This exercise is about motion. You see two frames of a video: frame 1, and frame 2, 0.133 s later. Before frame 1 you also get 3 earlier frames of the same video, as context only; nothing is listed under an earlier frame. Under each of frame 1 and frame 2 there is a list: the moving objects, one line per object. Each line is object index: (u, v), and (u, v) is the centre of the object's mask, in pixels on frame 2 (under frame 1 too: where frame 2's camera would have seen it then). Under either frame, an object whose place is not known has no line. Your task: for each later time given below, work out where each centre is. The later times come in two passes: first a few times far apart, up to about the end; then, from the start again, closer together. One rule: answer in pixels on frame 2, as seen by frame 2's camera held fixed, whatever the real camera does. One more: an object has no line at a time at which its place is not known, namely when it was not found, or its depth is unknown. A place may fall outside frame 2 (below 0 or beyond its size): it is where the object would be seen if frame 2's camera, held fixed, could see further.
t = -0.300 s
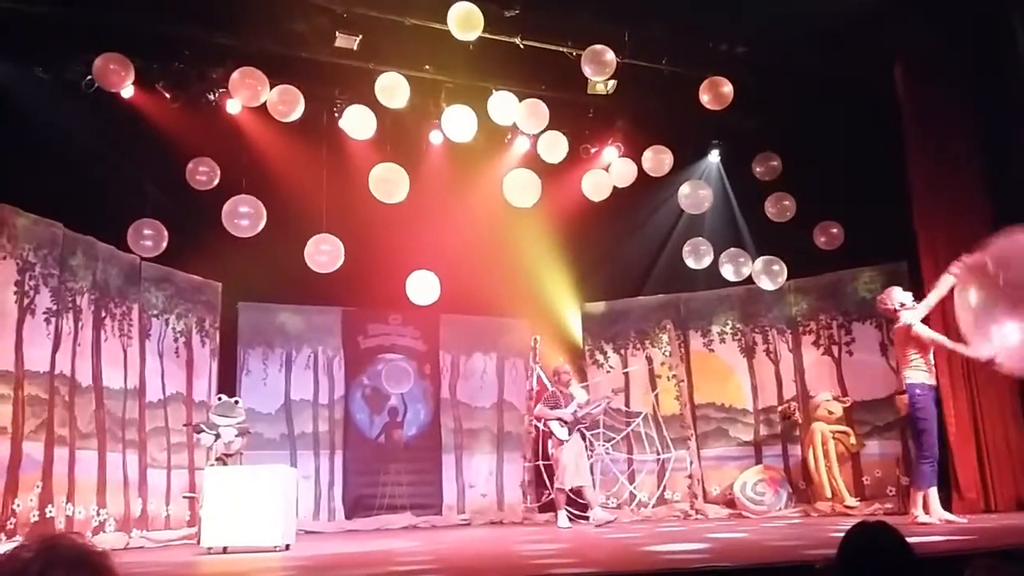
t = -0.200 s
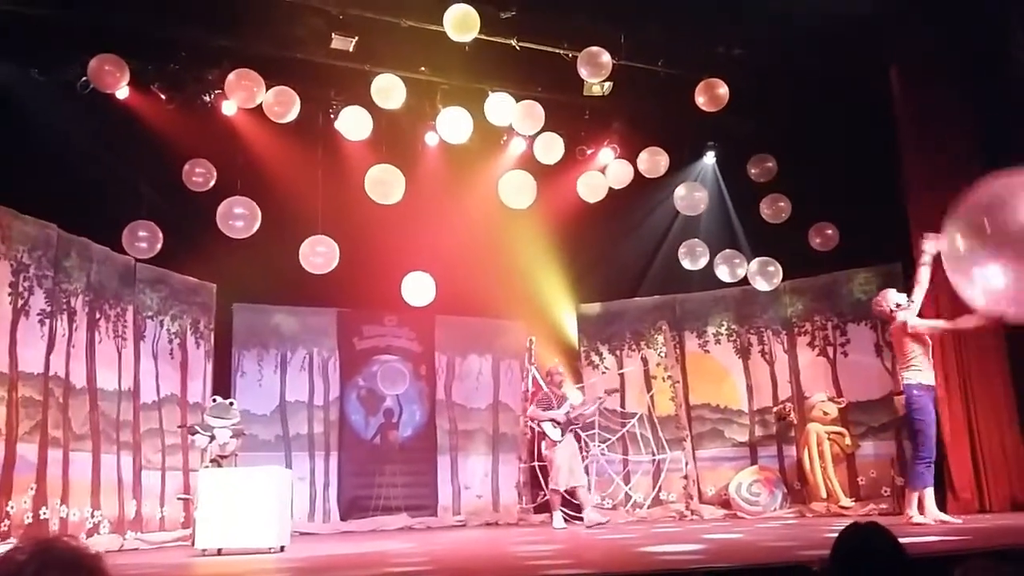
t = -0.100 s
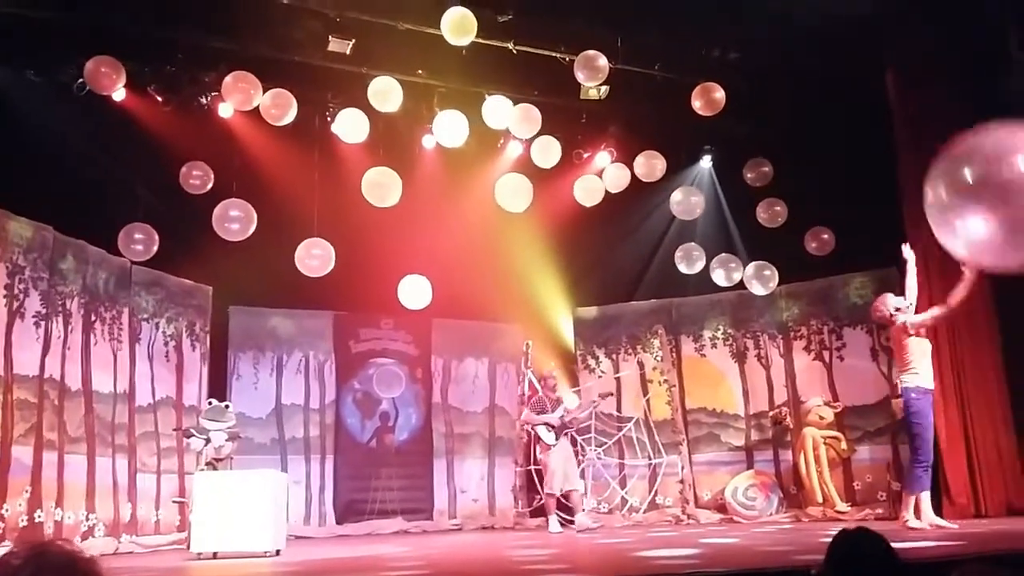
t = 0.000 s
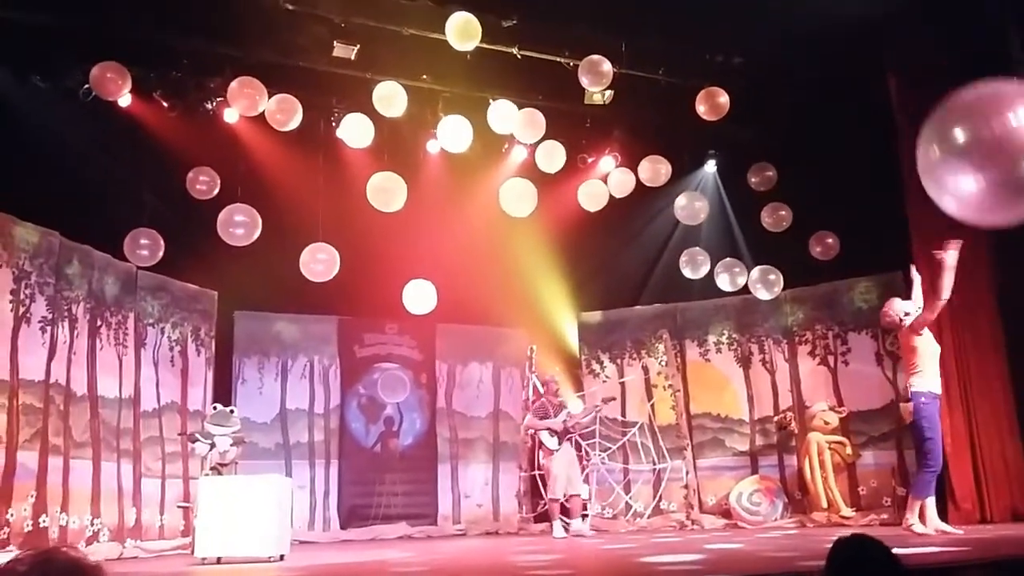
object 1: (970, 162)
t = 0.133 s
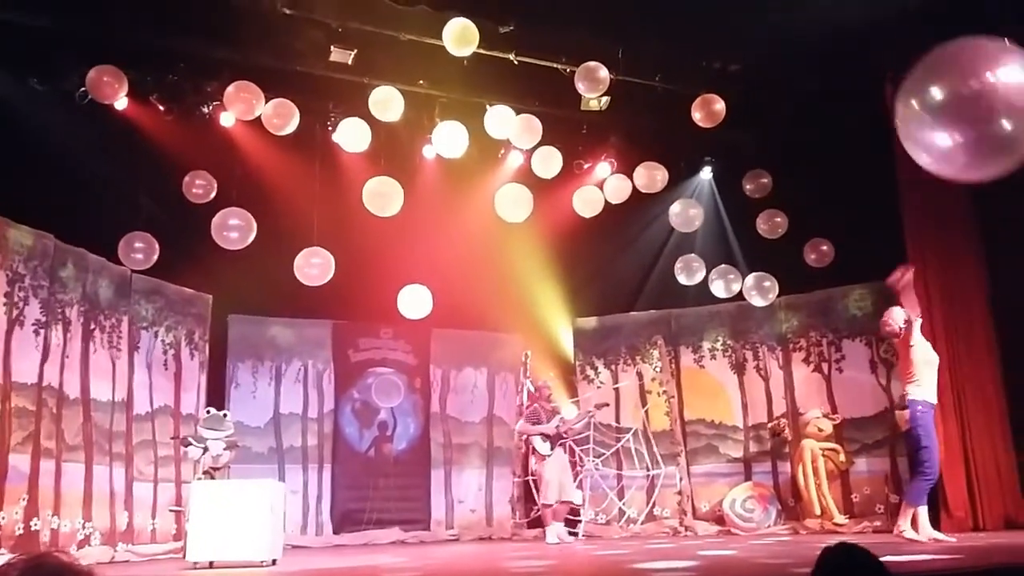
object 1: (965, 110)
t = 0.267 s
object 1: (954, 70)
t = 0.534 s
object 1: (921, 35)
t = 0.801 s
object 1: (899, 31)
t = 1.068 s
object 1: (889, 59)
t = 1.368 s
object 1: (881, 150)
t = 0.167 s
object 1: (961, 99)
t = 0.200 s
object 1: (957, 89)
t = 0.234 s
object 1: (954, 80)
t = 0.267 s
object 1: (954, 70)
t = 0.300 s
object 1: (952, 64)
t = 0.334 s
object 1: (946, 58)
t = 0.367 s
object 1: (940, 51)
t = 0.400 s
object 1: (937, 48)
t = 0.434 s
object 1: (935, 44)
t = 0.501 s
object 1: (926, 37)
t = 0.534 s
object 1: (921, 35)
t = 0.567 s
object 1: (918, 33)
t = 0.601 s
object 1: (917, 32)
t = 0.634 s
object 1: (915, 31)
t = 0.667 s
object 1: (912, 30)
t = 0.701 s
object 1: (909, 29)
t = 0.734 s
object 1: (908, 31)
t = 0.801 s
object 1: (899, 31)
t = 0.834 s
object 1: (899, 33)
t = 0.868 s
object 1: (900, 35)
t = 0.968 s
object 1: (888, 41)
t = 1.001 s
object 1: (889, 48)
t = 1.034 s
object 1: (889, 53)
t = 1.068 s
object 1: (889, 59)
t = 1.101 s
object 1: (886, 67)
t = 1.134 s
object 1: (883, 74)
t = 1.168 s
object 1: (883, 84)
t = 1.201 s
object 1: (883, 92)
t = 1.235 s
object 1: (883, 102)
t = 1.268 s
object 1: (881, 113)
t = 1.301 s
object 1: (881, 124)
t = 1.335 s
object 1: (881, 137)
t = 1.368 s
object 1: (881, 150)
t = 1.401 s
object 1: (881, 163)
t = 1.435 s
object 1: (881, 177)
